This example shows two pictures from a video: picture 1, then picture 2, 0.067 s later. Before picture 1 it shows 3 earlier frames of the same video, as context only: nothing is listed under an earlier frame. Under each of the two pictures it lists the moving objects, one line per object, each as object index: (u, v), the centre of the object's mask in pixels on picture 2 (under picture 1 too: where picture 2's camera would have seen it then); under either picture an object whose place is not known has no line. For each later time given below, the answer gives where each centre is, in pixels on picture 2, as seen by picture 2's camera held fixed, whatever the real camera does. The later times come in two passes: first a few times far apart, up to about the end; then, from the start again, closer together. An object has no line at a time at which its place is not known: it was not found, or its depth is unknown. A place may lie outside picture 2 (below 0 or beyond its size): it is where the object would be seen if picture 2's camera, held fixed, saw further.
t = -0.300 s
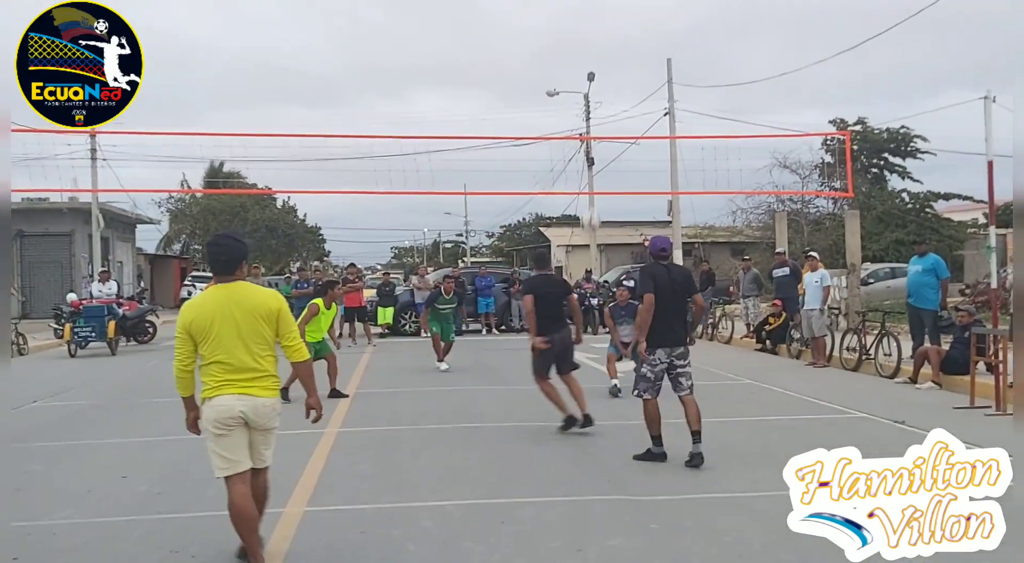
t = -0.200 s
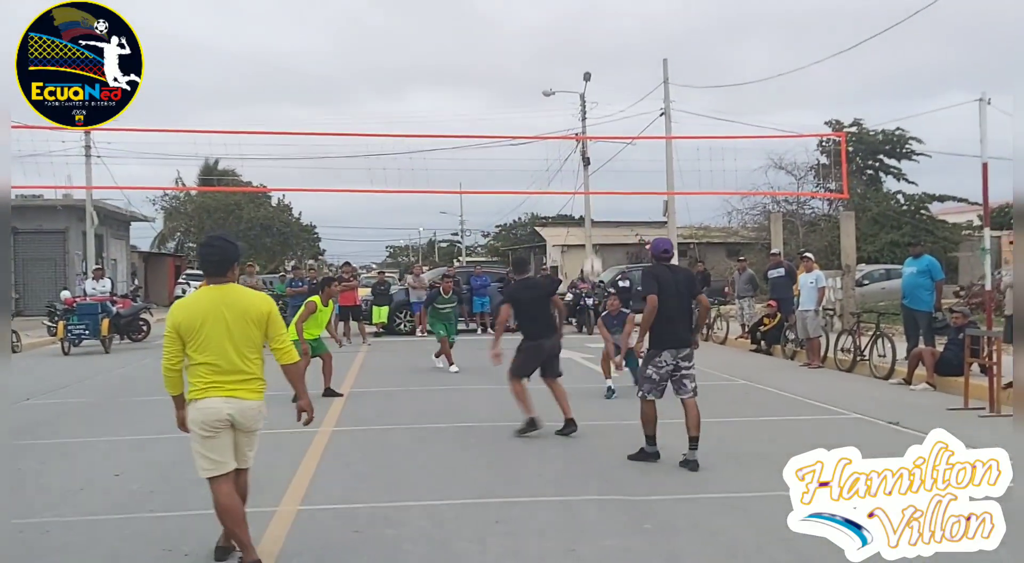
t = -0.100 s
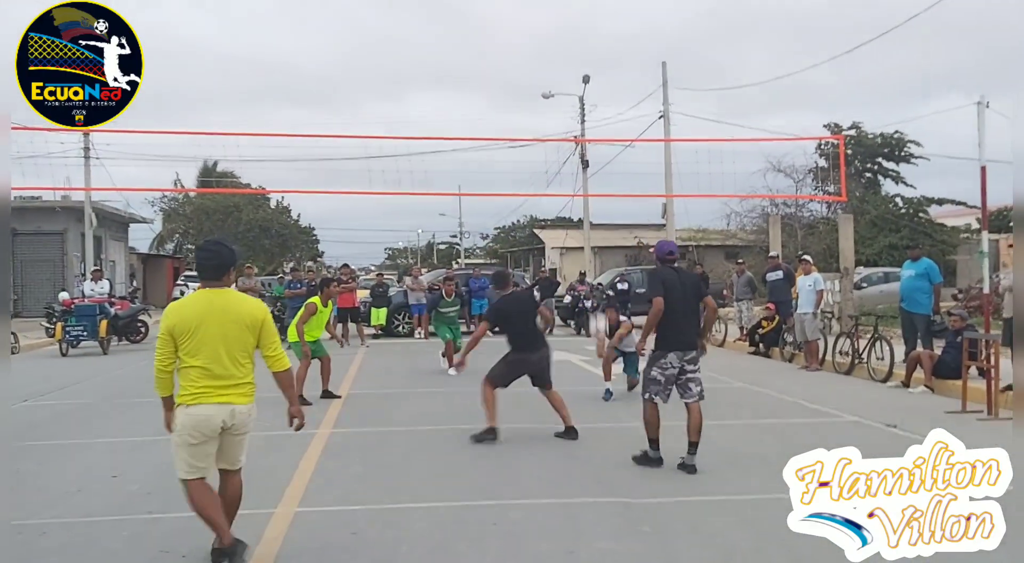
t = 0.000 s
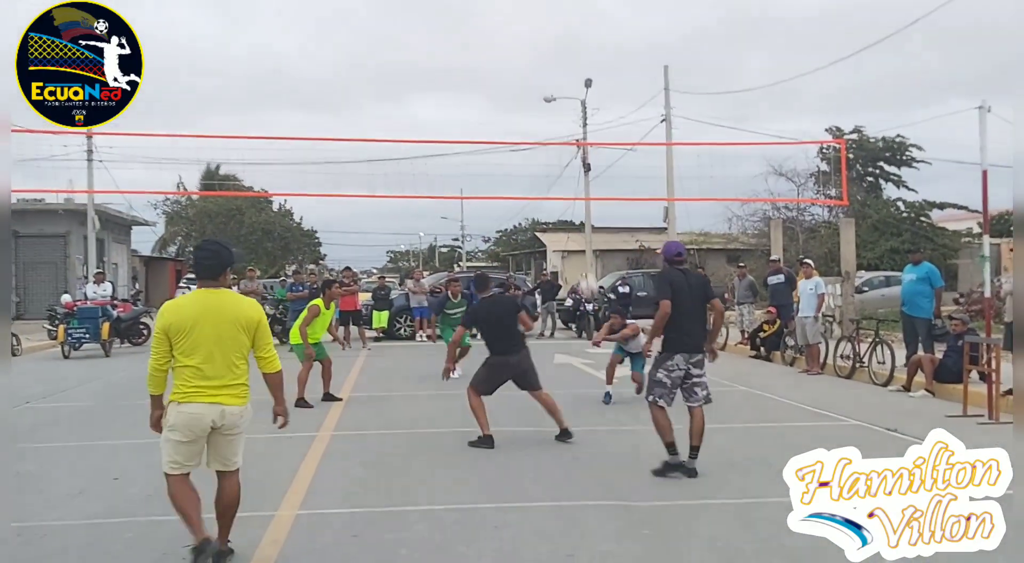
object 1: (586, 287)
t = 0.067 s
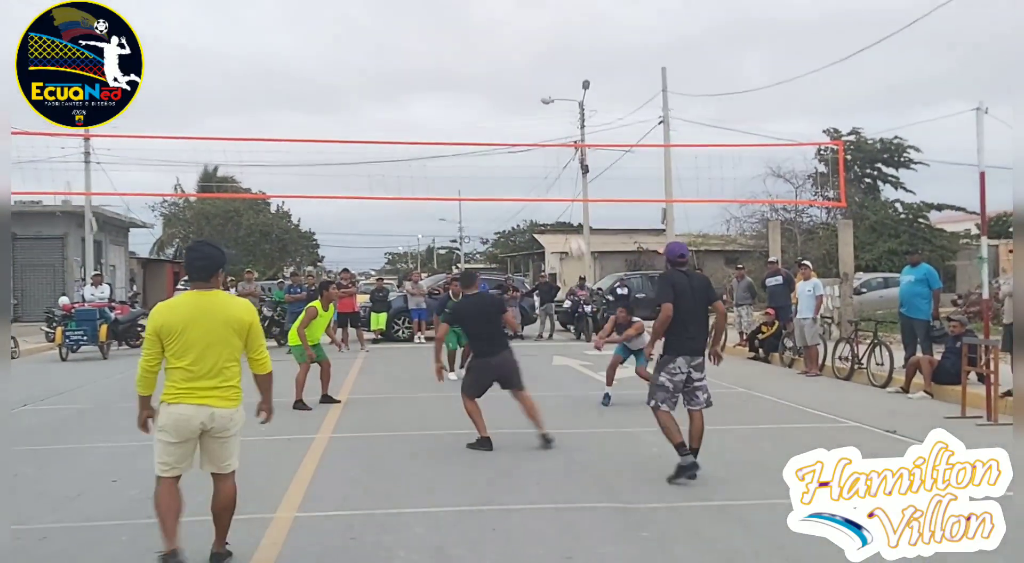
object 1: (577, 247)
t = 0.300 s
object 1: (547, 151)
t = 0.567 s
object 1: (518, 86)
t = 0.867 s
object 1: (488, 91)
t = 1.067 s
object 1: (473, 137)
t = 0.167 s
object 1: (564, 206)
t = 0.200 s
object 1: (559, 186)
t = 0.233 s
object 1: (555, 173)
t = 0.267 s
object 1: (551, 161)
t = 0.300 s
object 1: (547, 151)
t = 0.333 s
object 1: (543, 135)
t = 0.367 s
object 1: (539, 125)
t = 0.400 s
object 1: (535, 117)
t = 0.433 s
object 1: (531, 109)
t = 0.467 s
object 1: (528, 102)
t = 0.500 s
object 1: (524, 96)
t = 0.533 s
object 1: (521, 91)
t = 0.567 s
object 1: (518, 86)
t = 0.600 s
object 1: (514, 83)
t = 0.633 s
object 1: (510, 80)
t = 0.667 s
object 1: (507, 80)
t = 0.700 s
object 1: (504, 79)
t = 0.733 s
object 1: (501, 79)
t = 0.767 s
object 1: (498, 80)
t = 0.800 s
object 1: (495, 84)
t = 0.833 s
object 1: (492, 86)
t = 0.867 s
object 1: (488, 91)
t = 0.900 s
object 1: (486, 96)
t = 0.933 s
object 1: (483, 103)
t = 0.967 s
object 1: (480, 110)
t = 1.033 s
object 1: (475, 128)
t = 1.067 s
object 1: (473, 137)
